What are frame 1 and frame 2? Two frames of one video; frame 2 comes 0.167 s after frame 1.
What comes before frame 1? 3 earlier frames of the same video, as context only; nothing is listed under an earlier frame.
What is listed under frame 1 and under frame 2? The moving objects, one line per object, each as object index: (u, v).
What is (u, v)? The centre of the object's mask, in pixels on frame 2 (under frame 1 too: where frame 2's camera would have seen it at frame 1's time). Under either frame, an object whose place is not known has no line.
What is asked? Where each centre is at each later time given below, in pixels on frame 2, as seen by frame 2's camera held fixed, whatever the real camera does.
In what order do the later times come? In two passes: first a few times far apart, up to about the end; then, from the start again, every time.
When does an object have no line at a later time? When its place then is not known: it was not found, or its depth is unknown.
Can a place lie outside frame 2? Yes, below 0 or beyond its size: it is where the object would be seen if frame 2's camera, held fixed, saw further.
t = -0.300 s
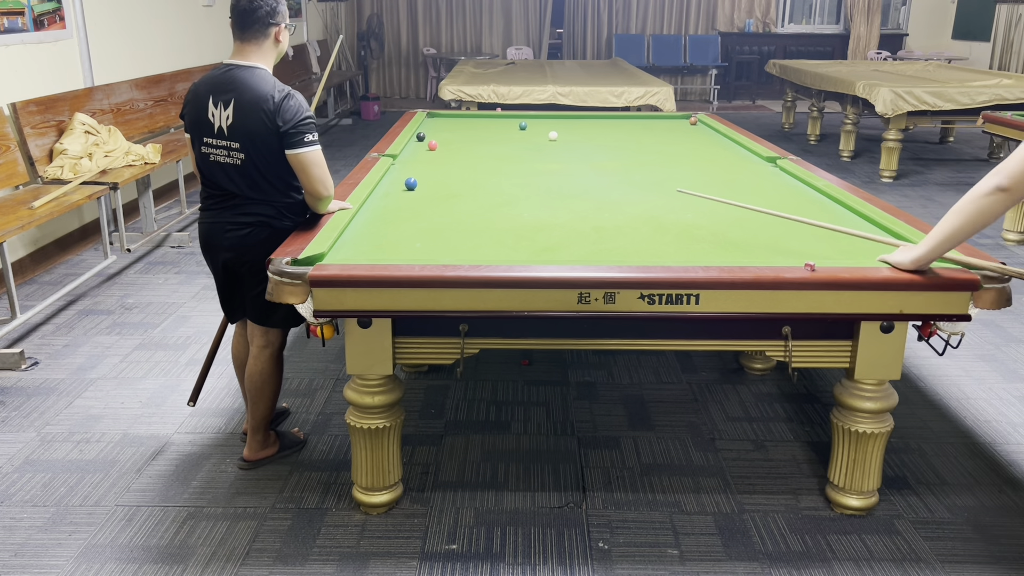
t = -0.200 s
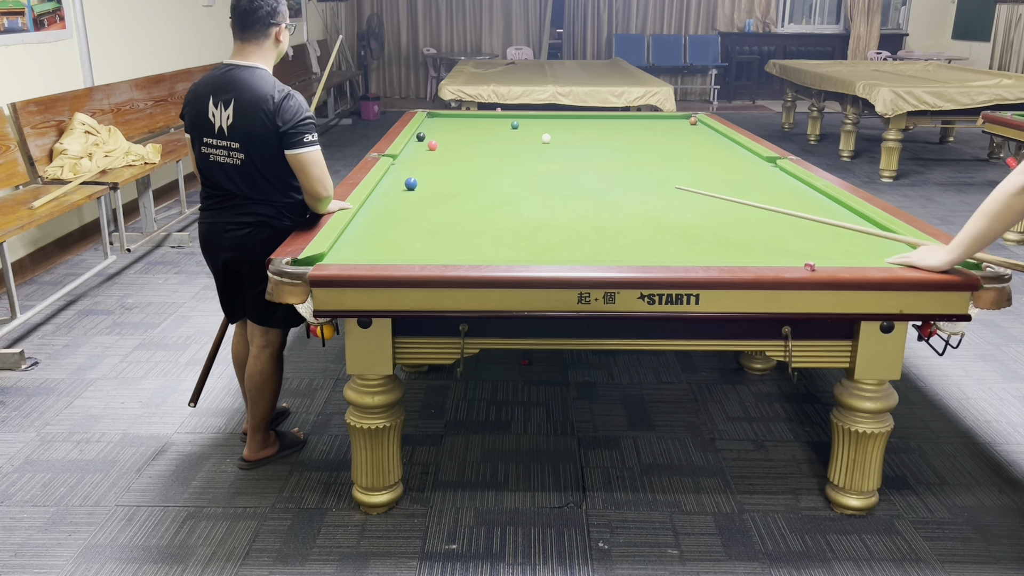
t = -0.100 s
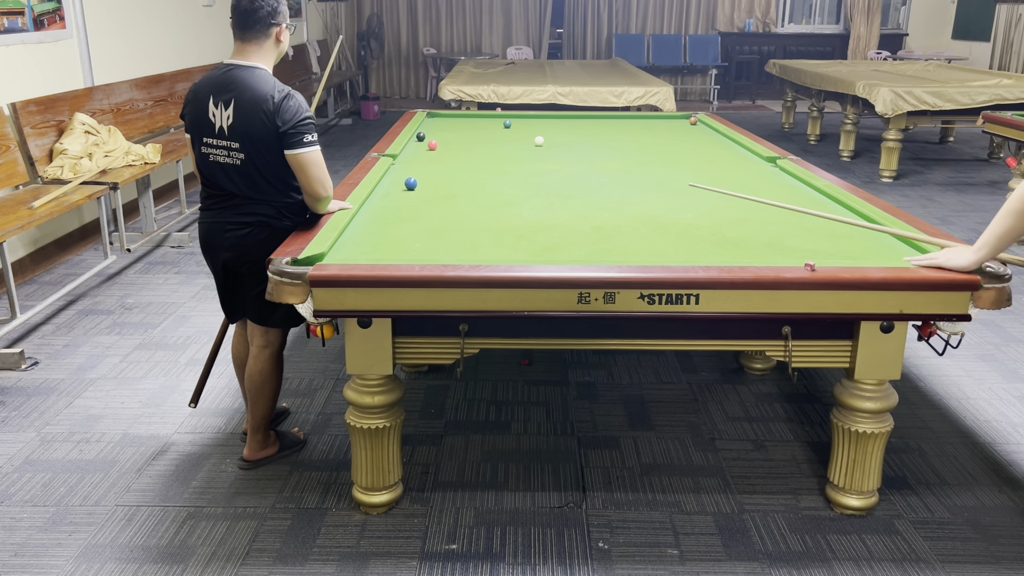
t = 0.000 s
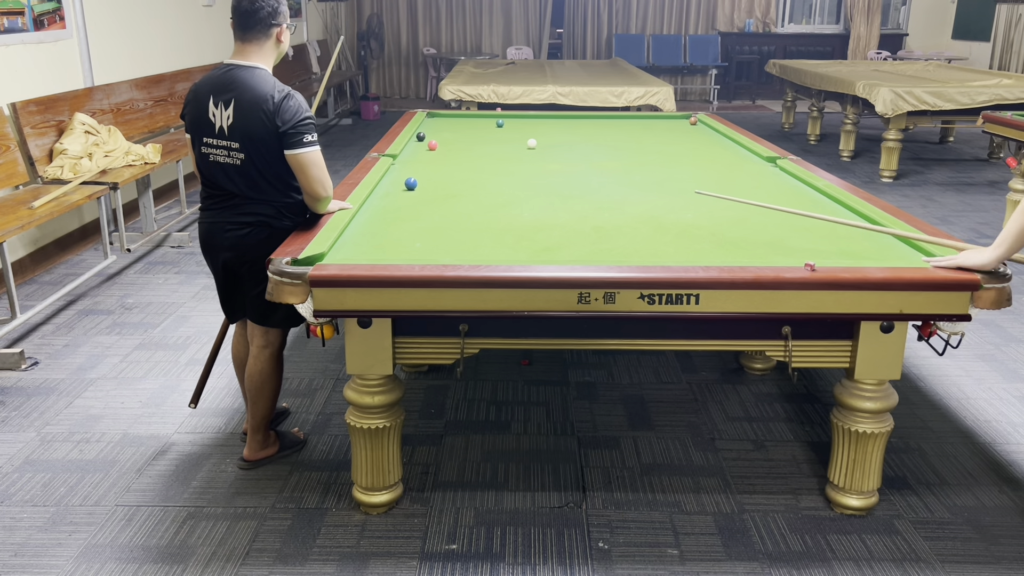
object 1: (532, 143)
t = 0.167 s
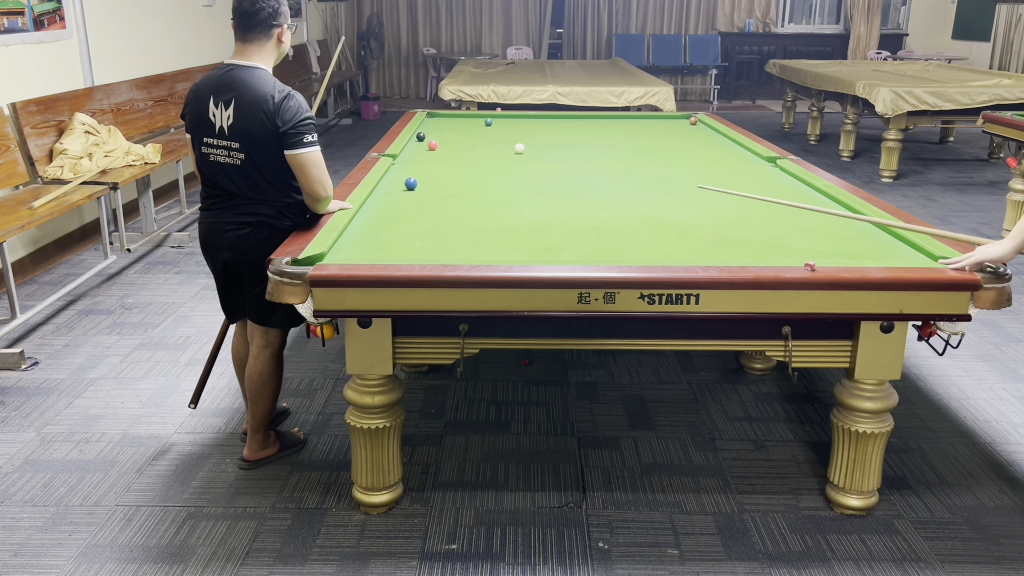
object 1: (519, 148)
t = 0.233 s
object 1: (514, 150)
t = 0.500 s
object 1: (493, 158)
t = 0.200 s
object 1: (517, 149)
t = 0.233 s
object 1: (514, 150)
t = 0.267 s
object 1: (512, 151)
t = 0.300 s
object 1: (509, 152)
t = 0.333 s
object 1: (506, 153)
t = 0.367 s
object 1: (504, 154)
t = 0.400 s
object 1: (501, 155)
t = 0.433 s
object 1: (498, 156)
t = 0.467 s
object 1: (496, 157)
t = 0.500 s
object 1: (493, 158)
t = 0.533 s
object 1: (490, 159)
